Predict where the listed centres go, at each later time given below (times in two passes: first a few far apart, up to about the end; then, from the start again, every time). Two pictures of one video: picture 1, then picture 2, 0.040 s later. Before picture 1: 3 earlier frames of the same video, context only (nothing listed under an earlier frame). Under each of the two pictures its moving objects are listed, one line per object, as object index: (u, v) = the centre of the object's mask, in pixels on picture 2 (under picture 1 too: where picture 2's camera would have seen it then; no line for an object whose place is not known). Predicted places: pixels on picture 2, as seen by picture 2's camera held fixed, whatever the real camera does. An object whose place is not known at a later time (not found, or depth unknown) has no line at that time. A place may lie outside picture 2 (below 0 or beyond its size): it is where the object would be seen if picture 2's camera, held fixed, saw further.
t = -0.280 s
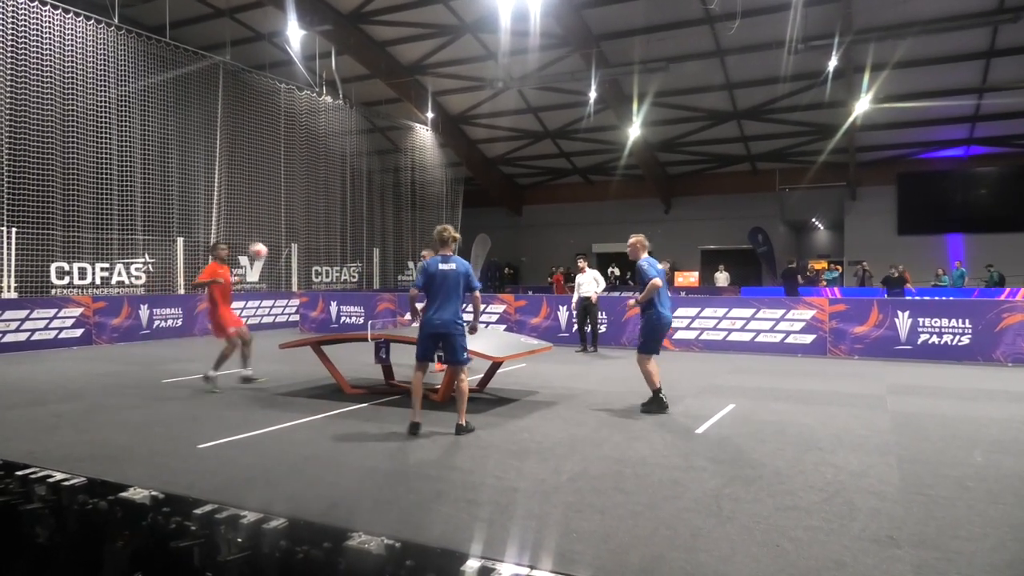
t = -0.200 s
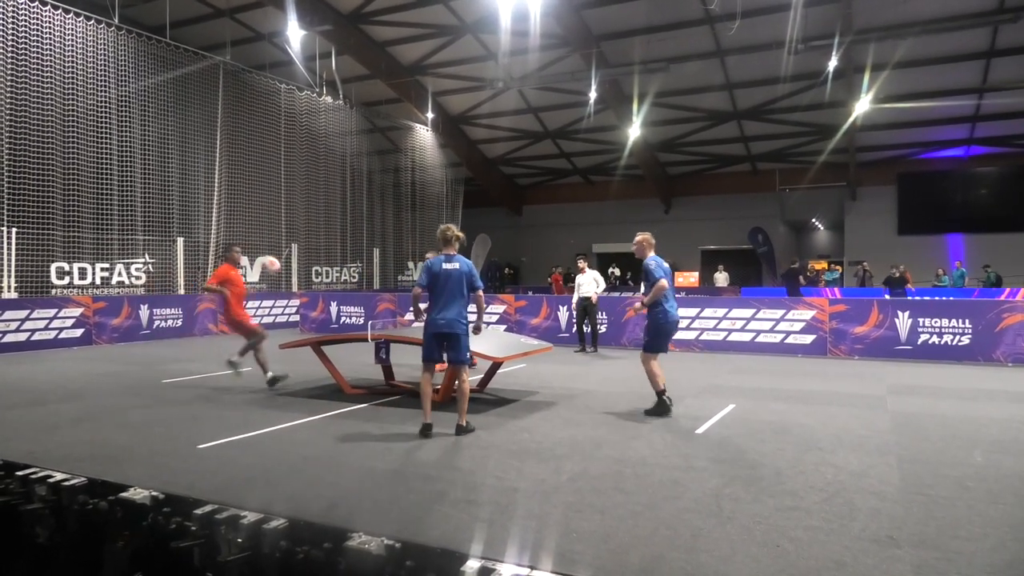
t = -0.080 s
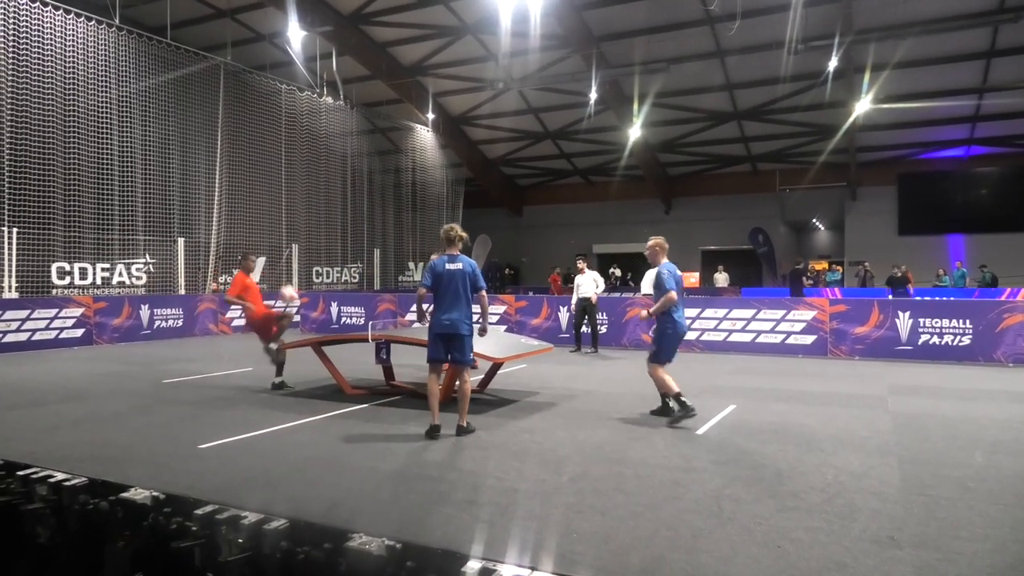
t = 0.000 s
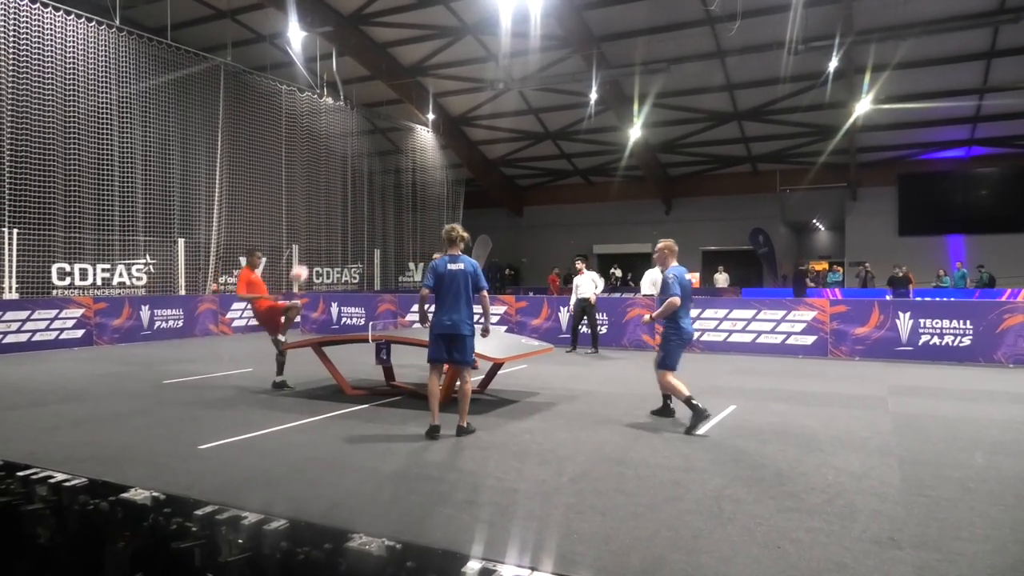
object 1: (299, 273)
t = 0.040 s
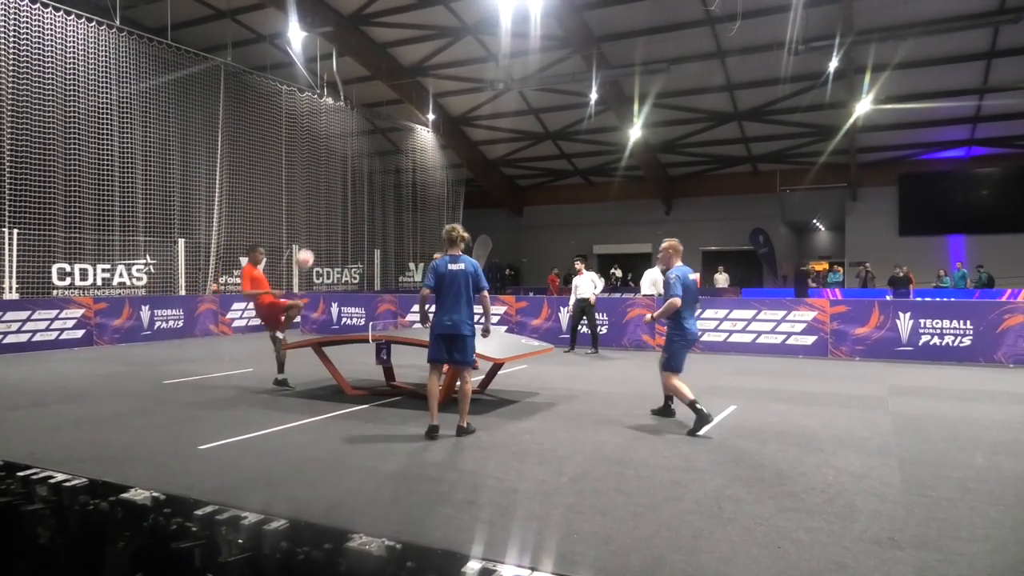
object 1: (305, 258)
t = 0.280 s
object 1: (333, 193)
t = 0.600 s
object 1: (369, 174)
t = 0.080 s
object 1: (309, 244)
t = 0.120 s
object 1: (314, 232)
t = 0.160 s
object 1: (319, 219)
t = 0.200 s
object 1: (324, 208)
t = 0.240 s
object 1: (329, 200)
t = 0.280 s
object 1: (333, 193)
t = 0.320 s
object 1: (338, 186)
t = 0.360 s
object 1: (342, 180)
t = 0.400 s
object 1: (347, 176)
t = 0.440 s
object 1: (351, 174)
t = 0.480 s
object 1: (356, 172)
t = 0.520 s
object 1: (360, 171)
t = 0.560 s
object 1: (364, 172)
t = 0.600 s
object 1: (369, 174)
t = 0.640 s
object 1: (373, 177)
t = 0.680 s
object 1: (377, 182)
